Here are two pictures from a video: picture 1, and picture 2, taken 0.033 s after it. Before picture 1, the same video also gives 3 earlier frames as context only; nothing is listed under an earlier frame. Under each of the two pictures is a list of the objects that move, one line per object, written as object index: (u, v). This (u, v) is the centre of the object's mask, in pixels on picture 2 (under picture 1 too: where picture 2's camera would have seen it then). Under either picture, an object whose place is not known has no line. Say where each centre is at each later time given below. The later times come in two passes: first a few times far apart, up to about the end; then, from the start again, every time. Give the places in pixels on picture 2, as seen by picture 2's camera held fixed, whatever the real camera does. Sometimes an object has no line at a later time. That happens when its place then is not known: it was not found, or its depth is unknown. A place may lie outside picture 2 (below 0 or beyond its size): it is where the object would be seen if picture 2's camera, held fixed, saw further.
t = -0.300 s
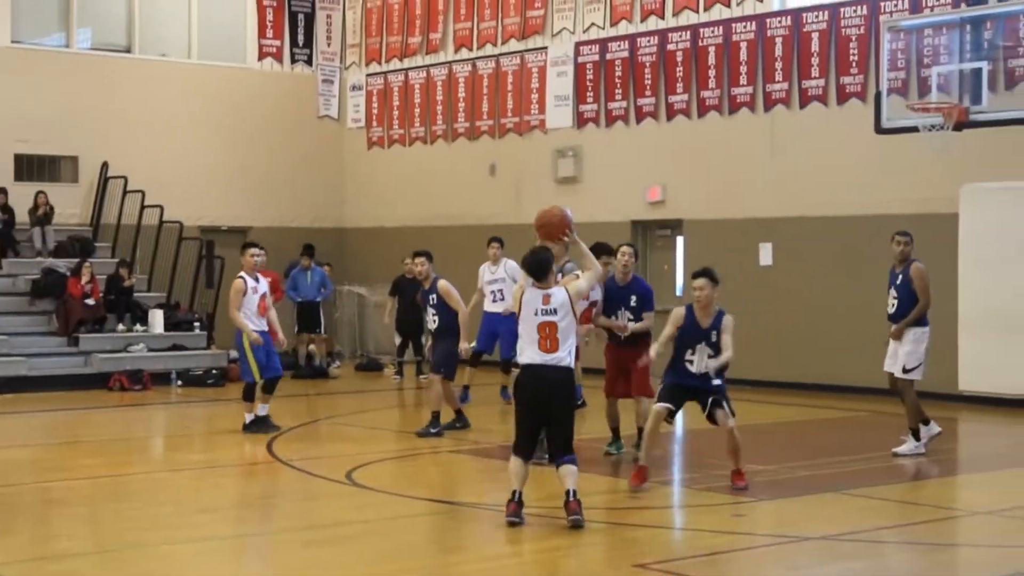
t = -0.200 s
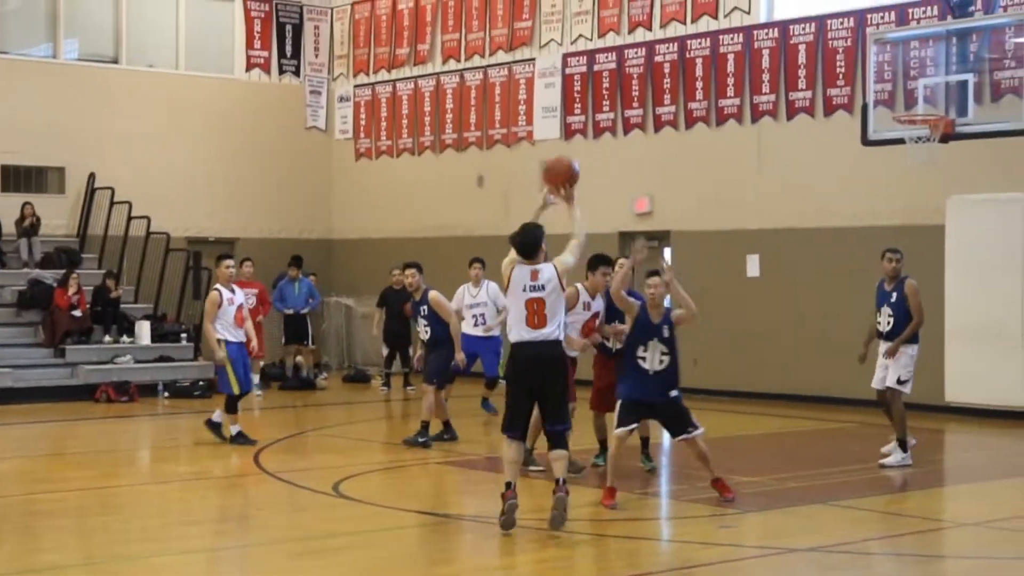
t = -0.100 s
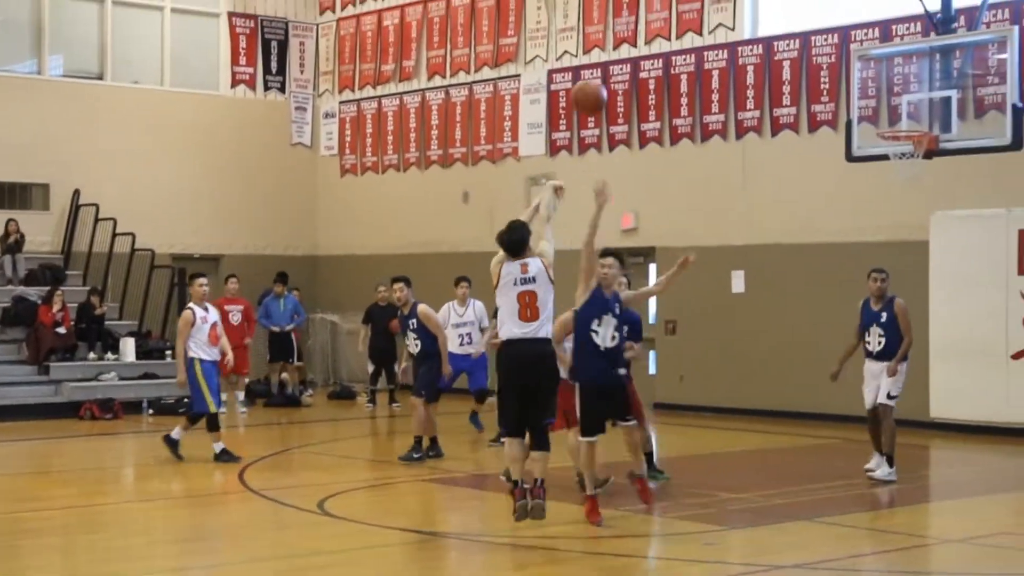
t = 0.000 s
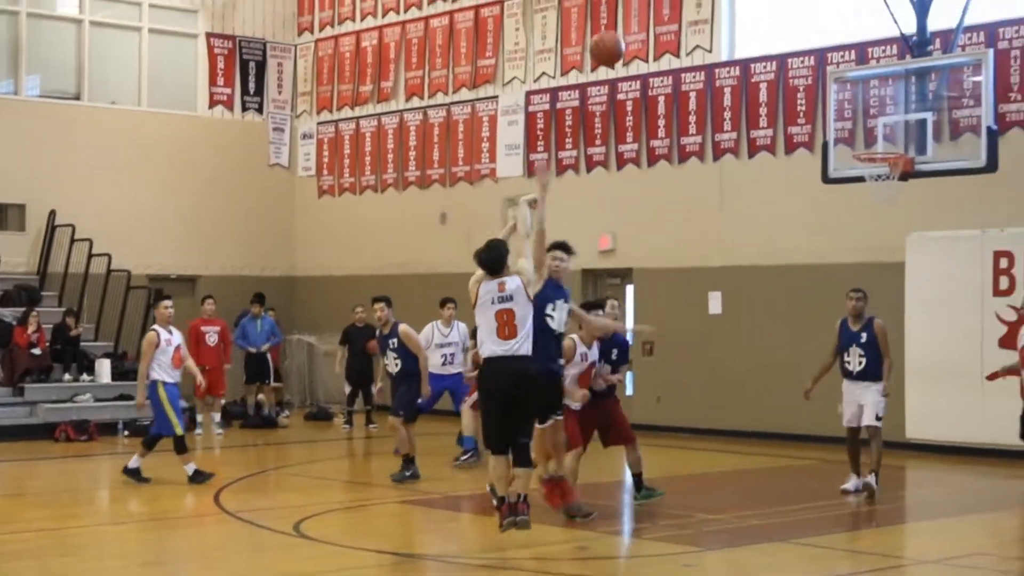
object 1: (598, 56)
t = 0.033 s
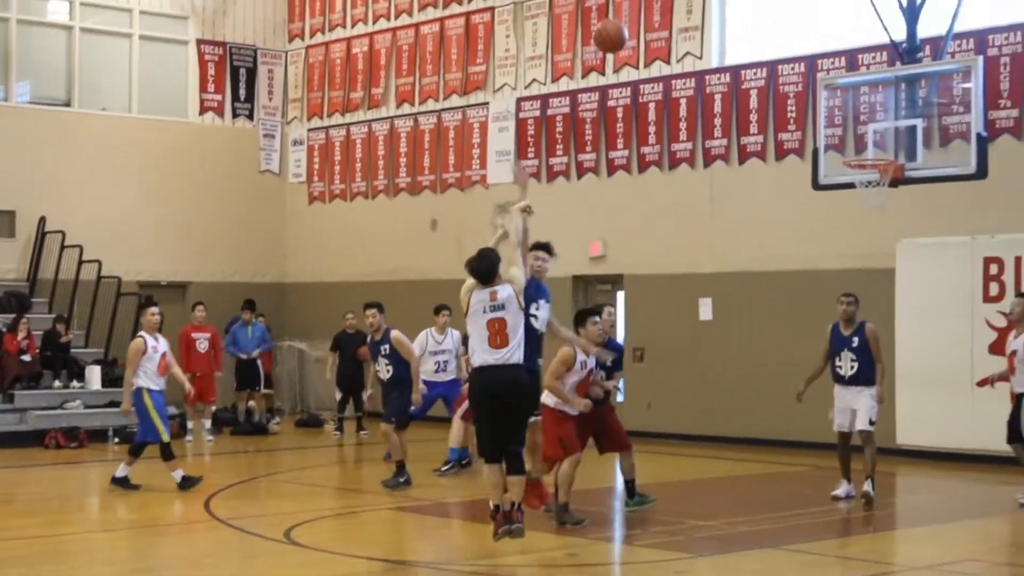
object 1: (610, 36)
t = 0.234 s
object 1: (679, -34)
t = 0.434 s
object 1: (742, -57)
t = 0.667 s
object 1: (804, -15)
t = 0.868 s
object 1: (851, 64)
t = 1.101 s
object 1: (879, 143)
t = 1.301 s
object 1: (834, 127)
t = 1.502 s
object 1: (774, 145)
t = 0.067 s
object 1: (623, 18)
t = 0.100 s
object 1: (635, 3)
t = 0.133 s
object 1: (647, -8)
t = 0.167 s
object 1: (658, -18)
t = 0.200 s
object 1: (669, -26)
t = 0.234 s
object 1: (679, -34)
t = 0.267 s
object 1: (691, -40)
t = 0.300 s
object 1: (700, -46)
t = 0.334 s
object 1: (711, -52)
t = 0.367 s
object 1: (721, -56)
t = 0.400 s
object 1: (732, -58)
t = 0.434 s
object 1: (742, -57)
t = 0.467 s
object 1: (751, -55)
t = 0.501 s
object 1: (762, -51)
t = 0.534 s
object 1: (770, -47)
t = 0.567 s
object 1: (779, -41)
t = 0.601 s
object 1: (788, -33)
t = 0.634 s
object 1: (796, -24)
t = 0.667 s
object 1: (804, -15)
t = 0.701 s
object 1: (812, -4)
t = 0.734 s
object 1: (820, 8)
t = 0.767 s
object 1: (828, 21)
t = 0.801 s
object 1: (836, 35)
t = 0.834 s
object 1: (844, 50)
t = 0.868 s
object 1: (851, 64)
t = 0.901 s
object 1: (857, 81)
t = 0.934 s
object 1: (866, 99)
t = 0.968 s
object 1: (871, 117)
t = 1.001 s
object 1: (879, 137)
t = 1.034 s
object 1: (885, 152)
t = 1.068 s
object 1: (882, 147)
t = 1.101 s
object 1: (879, 143)
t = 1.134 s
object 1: (878, 140)
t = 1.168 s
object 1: (875, 138)
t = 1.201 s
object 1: (863, 133)
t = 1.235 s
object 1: (854, 129)
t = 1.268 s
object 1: (844, 127)
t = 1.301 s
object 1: (834, 127)
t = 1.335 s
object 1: (822, 127)
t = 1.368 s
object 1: (812, 129)
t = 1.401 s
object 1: (804, 130)
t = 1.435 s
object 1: (793, 134)
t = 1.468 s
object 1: (783, 139)
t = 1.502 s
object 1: (774, 145)
